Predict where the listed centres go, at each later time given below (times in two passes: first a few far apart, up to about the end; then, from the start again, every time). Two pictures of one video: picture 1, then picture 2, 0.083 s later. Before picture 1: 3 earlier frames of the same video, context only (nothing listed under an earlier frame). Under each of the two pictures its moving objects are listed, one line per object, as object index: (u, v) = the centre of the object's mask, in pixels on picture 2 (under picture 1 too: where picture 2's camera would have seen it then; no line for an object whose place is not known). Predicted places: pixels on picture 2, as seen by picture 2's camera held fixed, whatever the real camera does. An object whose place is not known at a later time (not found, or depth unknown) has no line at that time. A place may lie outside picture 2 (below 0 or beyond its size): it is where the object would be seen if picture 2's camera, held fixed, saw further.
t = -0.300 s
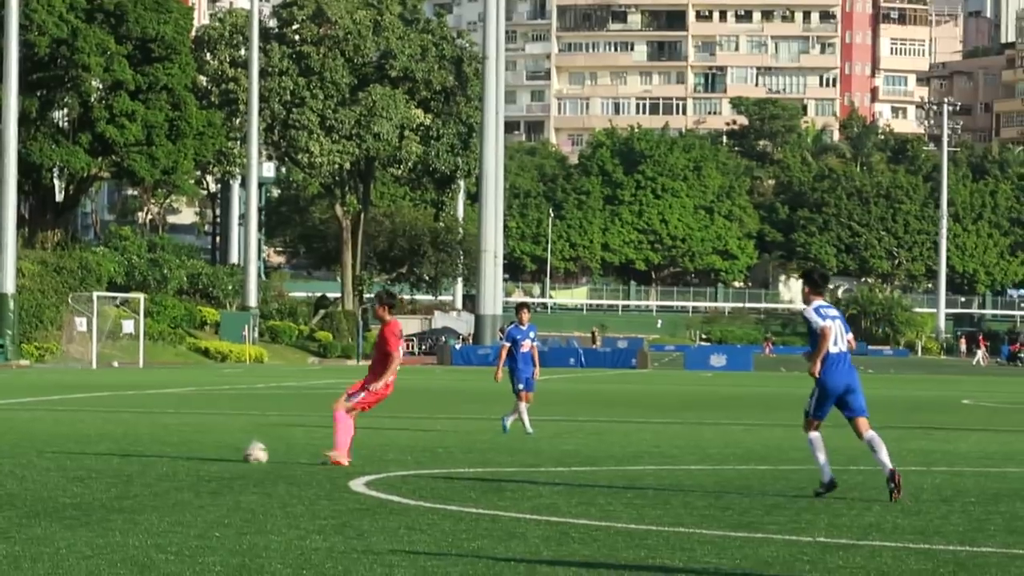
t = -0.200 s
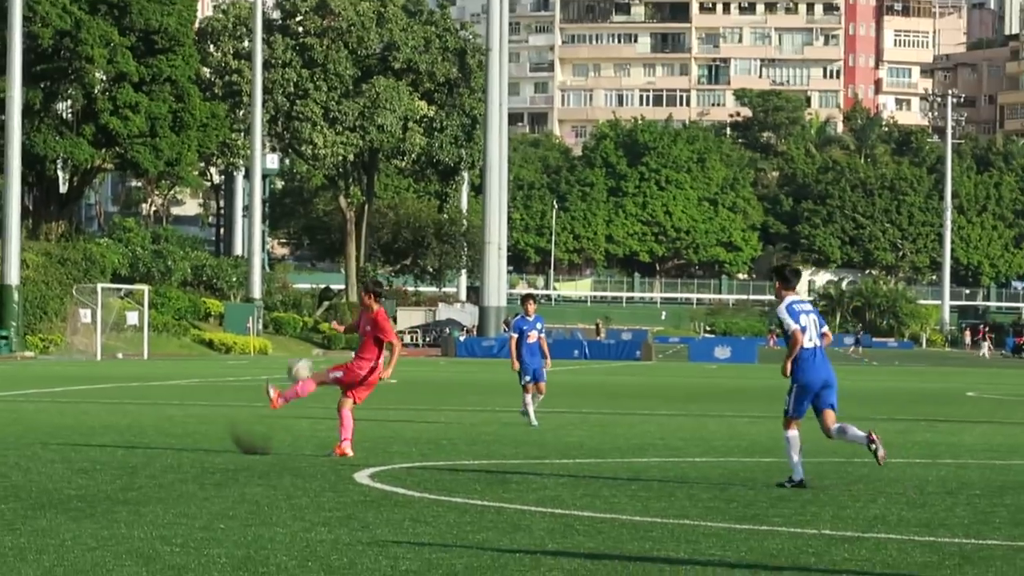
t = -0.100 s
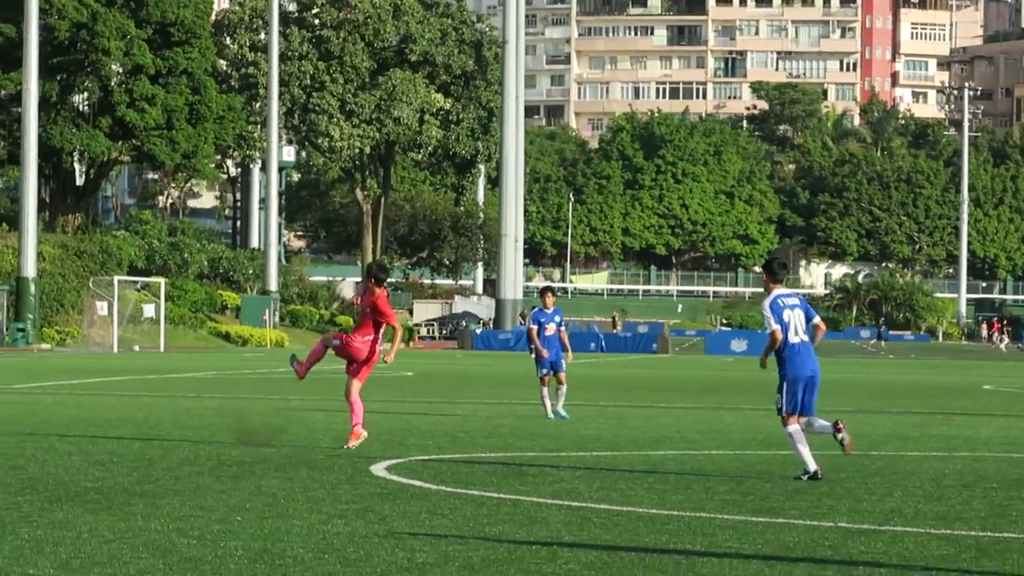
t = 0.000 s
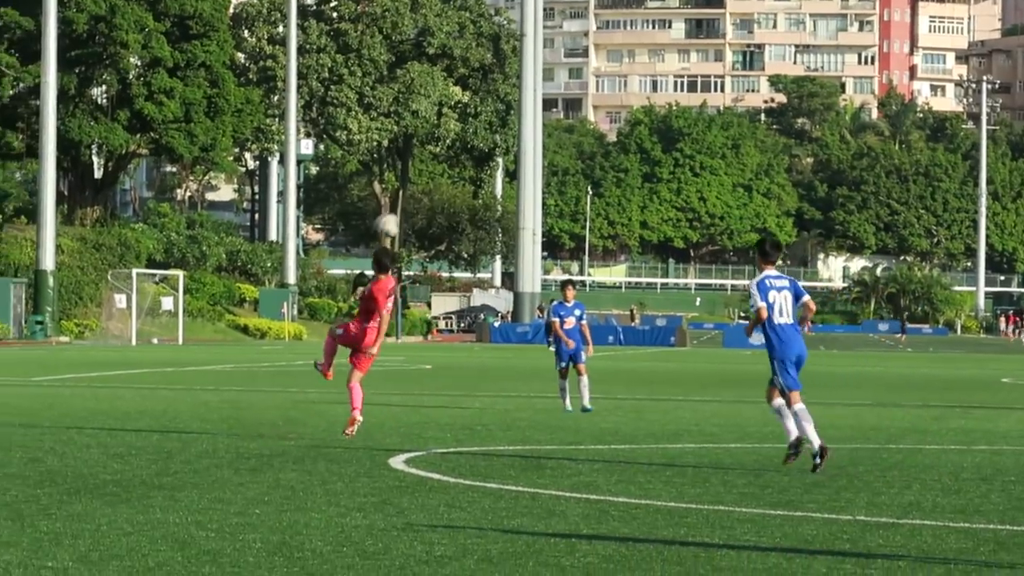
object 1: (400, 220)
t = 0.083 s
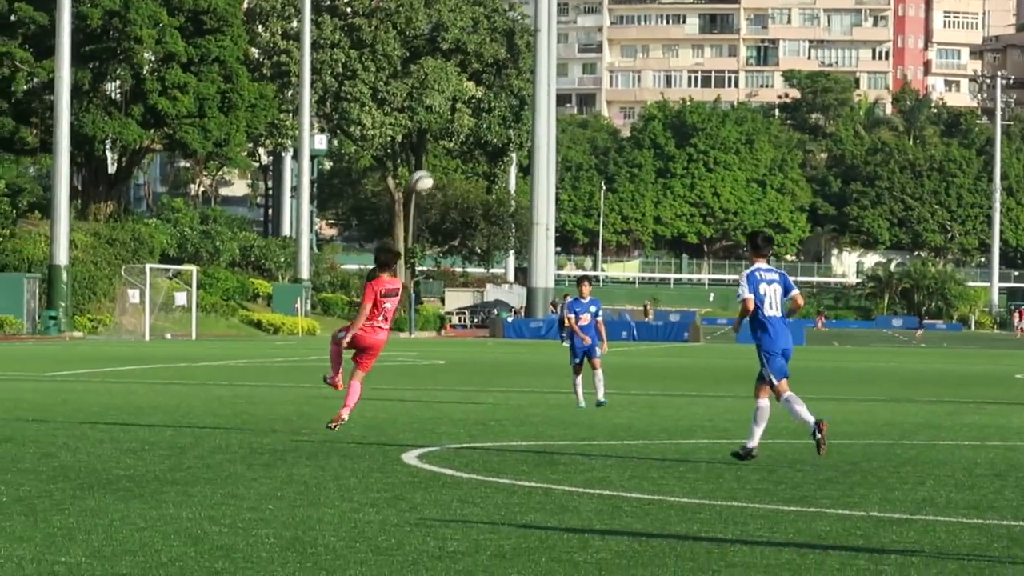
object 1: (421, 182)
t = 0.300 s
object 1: (468, 126)
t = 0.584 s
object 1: (519, 132)
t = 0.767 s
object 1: (543, 184)
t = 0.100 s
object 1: (426, 175)
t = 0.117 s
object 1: (428, 169)
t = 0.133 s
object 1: (432, 164)
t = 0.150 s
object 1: (437, 158)
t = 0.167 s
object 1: (440, 152)
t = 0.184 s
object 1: (445, 148)
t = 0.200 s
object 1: (449, 143)
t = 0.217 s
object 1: (451, 140)
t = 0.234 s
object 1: (454, 136)
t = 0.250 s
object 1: (458, 133)
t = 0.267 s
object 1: (461, 130)
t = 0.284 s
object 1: (464, 127)
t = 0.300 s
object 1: (468, 126)
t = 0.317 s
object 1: (472, 124)
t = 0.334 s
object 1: (475, 121)
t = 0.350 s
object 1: (479, 120)
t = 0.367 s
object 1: (480, 120)
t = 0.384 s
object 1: (484, 117)
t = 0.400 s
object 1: (487, 117)
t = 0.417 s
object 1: (489, 118)
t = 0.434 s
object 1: (492, 117)
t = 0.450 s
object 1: (496, 118)
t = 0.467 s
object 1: (498, 119)
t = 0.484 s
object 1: (502, 119)
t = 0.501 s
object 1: (505, 121)
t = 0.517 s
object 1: (507, 123)
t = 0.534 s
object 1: (510, 125)
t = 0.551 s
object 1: (512, 128)
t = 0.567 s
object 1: (514, 130)
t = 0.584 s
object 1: (519, 132)
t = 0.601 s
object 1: (521, 136)
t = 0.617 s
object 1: (523, 138)
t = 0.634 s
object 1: (525, 142)
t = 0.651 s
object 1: (526, 146)
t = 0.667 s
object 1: (529, 150)
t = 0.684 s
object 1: (532, 155)
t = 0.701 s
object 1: (535, 160)
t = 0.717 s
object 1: (536, 165)
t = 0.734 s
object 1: (537, 171)
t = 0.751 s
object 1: (541, 177)
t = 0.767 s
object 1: (543, 184)
